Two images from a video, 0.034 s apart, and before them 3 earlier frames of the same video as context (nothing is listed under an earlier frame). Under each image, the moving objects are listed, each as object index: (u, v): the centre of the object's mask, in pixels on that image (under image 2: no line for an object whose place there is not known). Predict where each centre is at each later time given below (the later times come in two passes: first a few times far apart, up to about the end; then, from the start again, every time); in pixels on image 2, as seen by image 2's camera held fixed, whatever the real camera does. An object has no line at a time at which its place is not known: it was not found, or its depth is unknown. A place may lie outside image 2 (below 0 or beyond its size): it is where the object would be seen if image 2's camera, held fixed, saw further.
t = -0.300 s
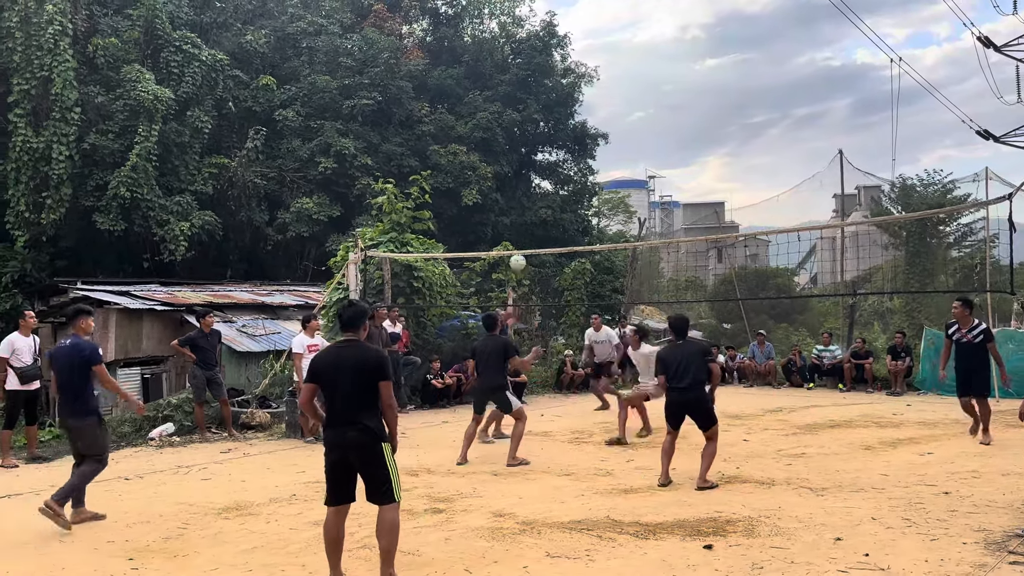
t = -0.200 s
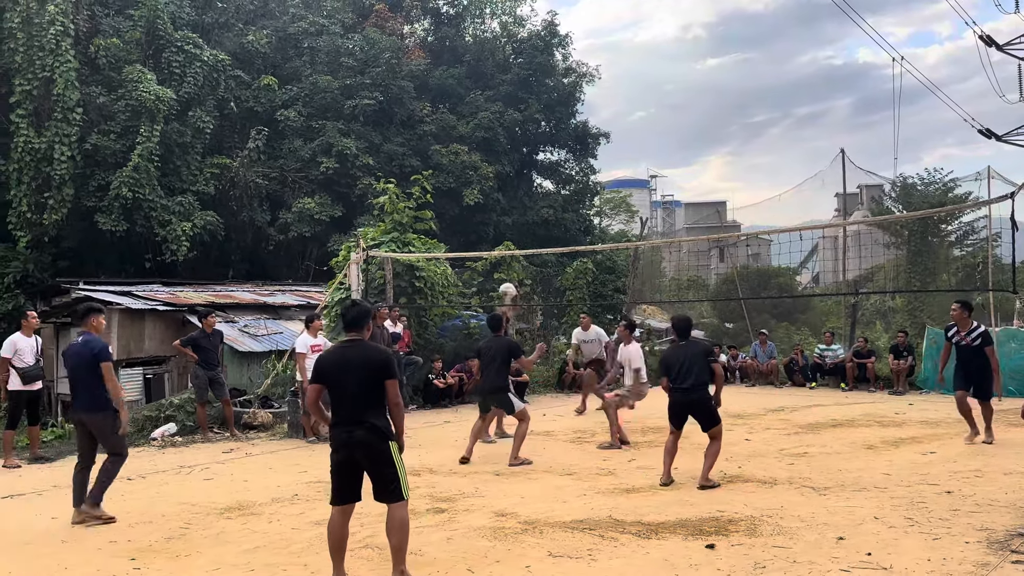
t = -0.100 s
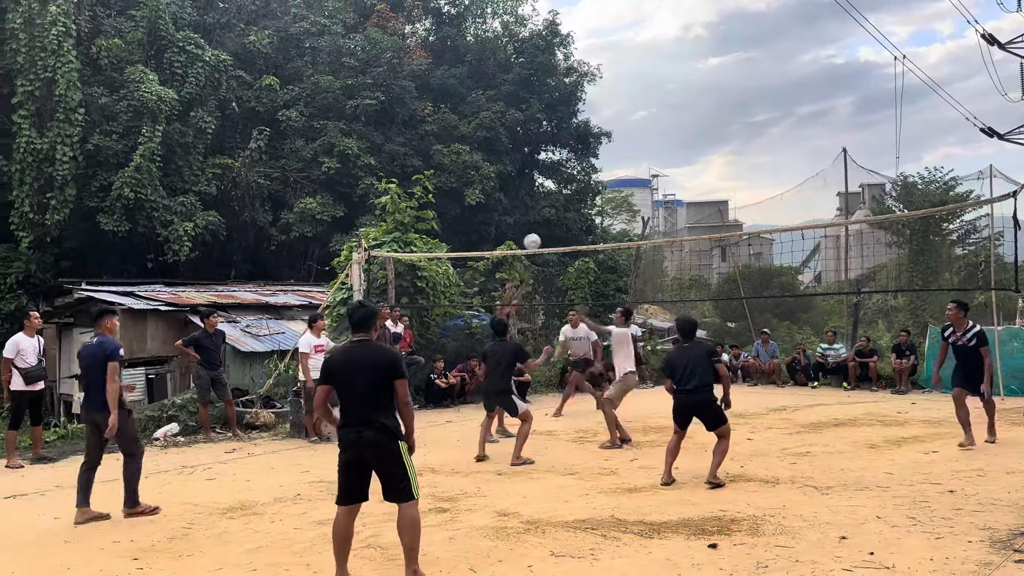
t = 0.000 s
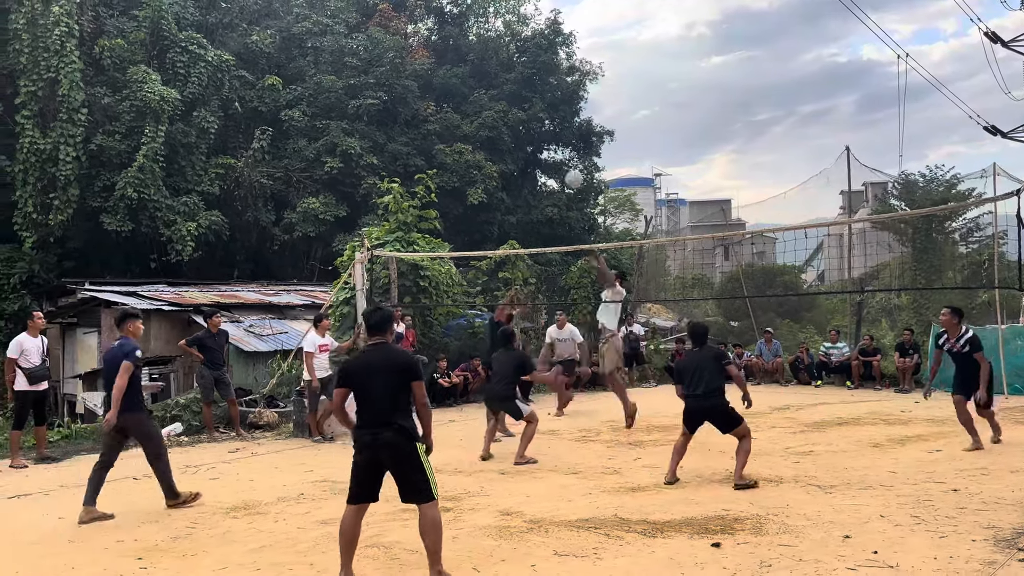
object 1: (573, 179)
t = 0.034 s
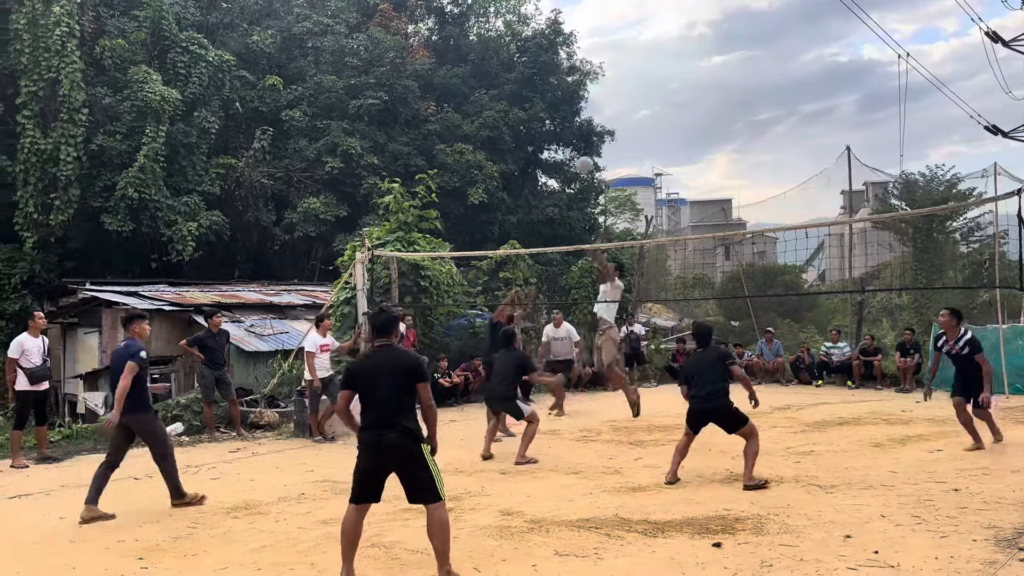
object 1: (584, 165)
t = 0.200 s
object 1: (636, 107)
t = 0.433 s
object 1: (714, 61)
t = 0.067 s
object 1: (594, 153)
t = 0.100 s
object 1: (605, 140)
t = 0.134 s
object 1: (614, 129)
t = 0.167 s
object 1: (625, 118)
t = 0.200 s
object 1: (636, 107)
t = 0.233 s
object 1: (646, 98)
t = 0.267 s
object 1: (657, 89)
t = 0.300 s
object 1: (668, 82)
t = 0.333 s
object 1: (680, 75)
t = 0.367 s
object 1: (691, 69)
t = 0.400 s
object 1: (702, 65)
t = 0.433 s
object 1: (714, 61)
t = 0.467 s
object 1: (726, 58)
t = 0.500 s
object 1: (738, 56)
